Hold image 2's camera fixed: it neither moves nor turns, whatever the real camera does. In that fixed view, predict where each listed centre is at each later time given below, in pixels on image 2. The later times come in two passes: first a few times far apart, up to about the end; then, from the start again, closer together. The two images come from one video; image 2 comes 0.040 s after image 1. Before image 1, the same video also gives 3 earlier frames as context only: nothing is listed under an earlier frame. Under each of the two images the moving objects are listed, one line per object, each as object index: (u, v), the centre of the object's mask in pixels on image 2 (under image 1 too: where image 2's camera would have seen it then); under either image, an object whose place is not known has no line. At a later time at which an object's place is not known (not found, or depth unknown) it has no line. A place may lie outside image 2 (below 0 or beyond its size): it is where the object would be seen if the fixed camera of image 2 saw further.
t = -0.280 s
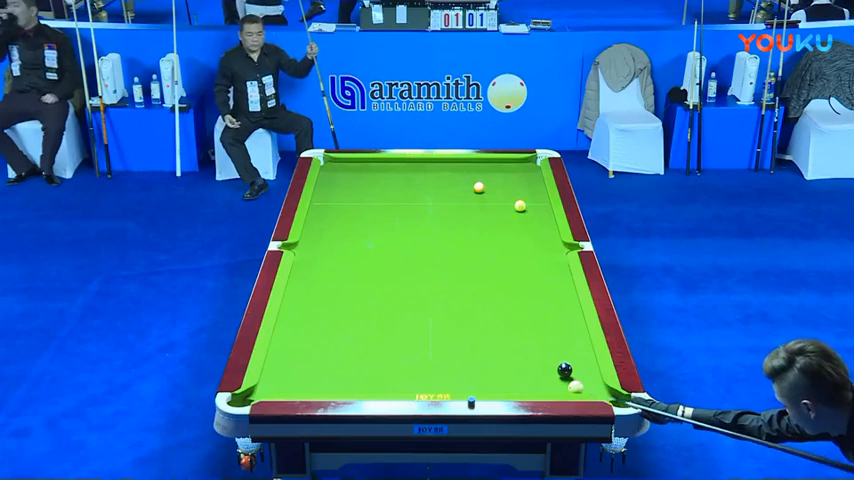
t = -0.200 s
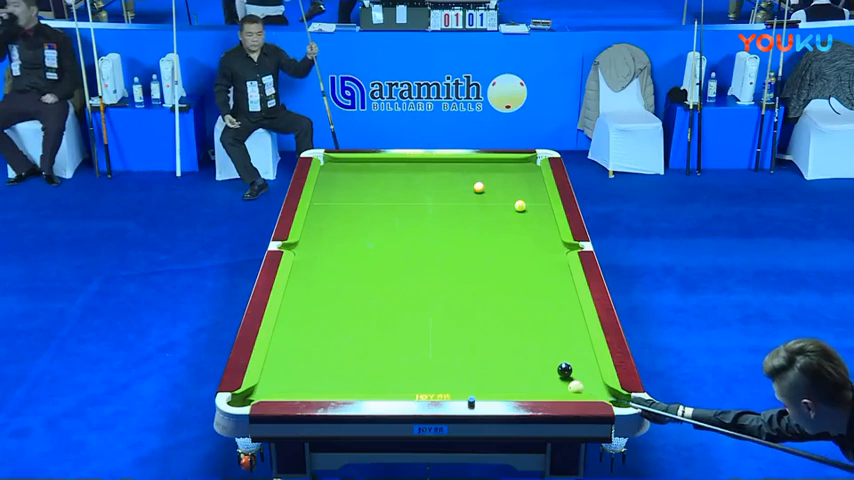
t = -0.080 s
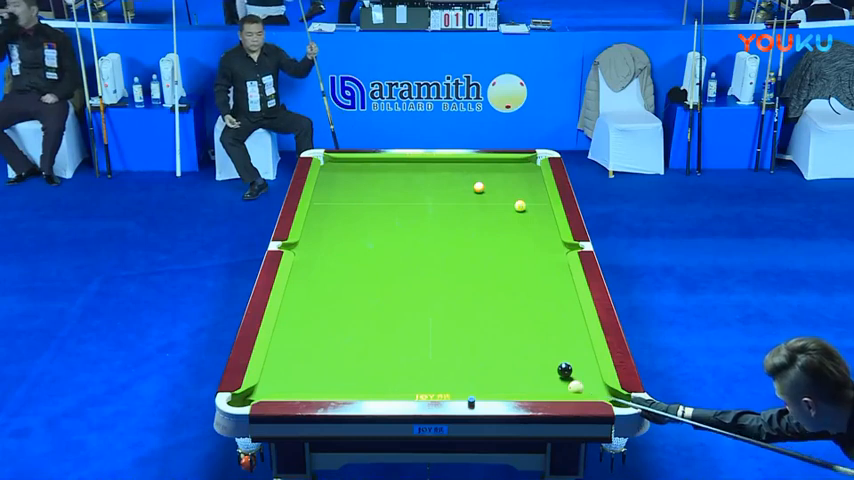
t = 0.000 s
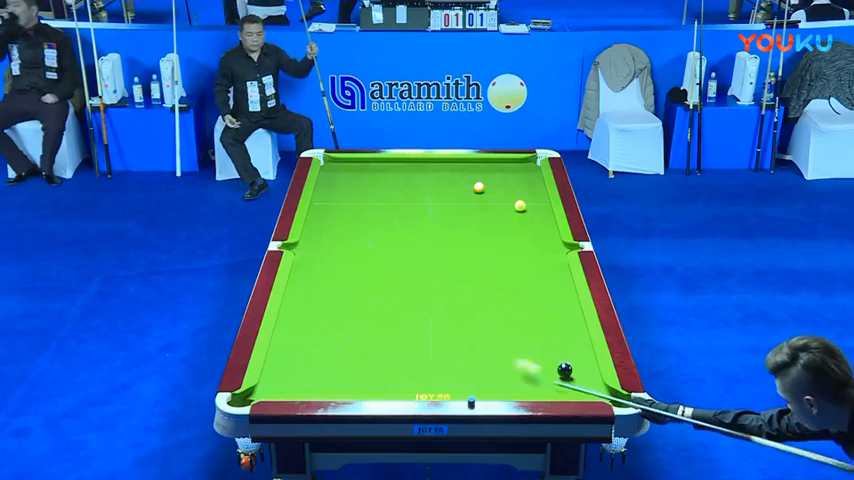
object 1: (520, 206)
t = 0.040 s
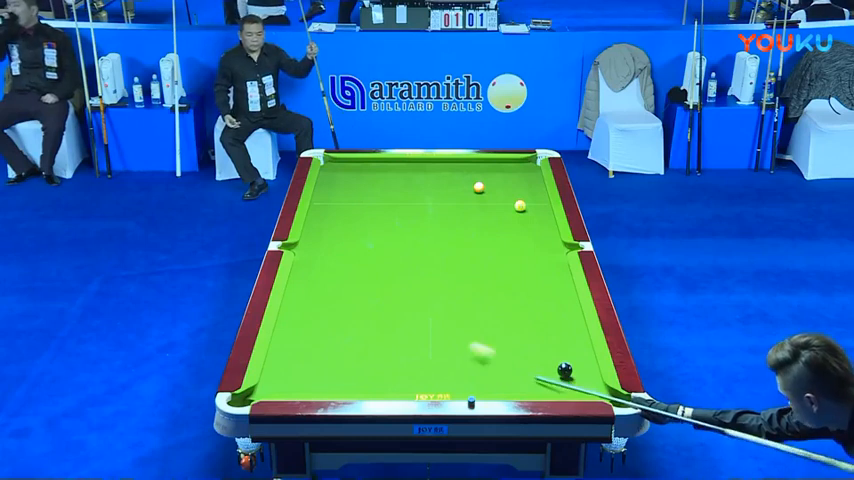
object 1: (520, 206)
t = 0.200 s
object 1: (520, 206)
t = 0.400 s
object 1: (520, 206)
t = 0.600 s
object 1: (520, 206)
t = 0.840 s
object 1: (536, 179)
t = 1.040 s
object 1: (521, 161)
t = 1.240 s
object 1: (511, 173)
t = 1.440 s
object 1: (502, 183)
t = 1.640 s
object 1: (492, 194)
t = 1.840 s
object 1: (482, 205)
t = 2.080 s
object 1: (470, 219)
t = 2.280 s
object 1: (459, 231)
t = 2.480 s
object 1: (448, 243)
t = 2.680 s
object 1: (437, 257)
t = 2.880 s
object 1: (425, 269)
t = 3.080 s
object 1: (413, 283)
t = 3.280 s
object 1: (400, 297)
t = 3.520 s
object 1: (385, 315)
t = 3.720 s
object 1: (372, 330)
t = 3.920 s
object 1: (358, 346)
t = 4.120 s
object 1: (343, 362)
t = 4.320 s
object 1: (328, 379)
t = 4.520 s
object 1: (316, 387)
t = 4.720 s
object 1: (310, 379)
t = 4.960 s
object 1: (303, 368)
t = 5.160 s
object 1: (297, 360)
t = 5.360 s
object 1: (292, 353)
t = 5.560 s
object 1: (287, 346)
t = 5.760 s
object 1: (283, 339)
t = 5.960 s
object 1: (279, 333)
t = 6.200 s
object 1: (284, 327)
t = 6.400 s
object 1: (287, 323)
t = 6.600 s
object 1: (290, 319)
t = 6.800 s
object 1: (293, 316)
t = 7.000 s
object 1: (295, 313)
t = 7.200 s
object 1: (297, 310)
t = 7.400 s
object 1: (298, 308)
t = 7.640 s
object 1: (300, 306)
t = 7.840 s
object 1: (301, 305)
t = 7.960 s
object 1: (302, 304)
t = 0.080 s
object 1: (520, 206)
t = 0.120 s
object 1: (520, 206)
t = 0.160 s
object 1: (520, 206)
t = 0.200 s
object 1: (520, 206)
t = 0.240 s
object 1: (520, 206)
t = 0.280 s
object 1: (520, 206)
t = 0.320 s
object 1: (520, 206)
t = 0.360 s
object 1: (520, 206)
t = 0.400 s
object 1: (520, 206)
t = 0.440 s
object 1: (520, 206)
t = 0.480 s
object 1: (520, 206)
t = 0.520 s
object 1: (520, 206)
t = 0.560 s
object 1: (520, 206)
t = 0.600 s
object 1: (520, 206)
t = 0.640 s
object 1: (521, 206)
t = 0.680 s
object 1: (522, 200)
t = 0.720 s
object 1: (526, 195)
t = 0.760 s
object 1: (530, 190)
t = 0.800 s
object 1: (533, 184)
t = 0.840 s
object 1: (536, 179)
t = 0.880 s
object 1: (537, 175)
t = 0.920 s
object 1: (532, 170)
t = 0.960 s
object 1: (528, 167)
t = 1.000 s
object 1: (524, 163)
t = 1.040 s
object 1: (521, 161)
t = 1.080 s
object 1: (519, 163)
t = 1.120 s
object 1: (517, 166)
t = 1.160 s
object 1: (515, 168)
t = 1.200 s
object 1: (513, 170)
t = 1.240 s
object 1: (511, 173)
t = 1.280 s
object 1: (510, 175)
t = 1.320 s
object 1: (508, 176)
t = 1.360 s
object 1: (506, 179)
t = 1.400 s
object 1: (504, 181)
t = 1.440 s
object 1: (502, 183)
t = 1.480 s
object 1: (500, 185)
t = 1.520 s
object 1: (499, 187)
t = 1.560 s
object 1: (496, 189)
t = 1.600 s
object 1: (494, 191)
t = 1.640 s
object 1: (492, 194)
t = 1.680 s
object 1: (490, 196)
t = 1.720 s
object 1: (488, 198)
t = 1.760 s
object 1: (486, 201)
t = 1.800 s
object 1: (485, 202)
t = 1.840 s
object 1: (482, 205)
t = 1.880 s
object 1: (481, 207)
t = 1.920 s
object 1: (478, 209)
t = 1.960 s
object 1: (476, 212)
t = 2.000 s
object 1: (474, 214)
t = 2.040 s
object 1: (472, 216)
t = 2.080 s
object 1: (470, 219)
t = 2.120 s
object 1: (468, 221)
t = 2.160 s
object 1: (465, 224)
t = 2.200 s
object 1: (463, 226)
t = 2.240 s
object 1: (461, 228)
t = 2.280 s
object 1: (459, 231)
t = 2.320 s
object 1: (457, 233)
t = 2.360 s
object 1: (455, 236)
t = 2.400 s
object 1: (453, 238)
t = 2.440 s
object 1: (450, 241)
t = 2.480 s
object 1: (448, 243)
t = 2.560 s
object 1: (444, 249)
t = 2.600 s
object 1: (441, 251)
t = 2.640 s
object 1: (439, 254)
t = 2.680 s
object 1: (437, 257)
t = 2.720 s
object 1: (434, 259)
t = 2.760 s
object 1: (432, 262)
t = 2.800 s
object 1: (430, 264)
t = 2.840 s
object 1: (427, 267)
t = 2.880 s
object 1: (425, 269)
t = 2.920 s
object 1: (422, 272)
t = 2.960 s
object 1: (420, 275)
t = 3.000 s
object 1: (418, 278)
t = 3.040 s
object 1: (415, 280)
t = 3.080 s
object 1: (413, 283)
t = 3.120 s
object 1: (410, 286)
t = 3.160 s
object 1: (408, 289)
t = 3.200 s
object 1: (405, 291)
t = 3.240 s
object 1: (403, 294)
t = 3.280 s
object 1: (400, 297)
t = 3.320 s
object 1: (398, 300)
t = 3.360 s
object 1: (395, 303)
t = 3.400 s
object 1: (392, 306)
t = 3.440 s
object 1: (390, 309)
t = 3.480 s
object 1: (387, 312)
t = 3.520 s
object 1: (385, 315)
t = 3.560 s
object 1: (382, 318)
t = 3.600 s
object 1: (380, 321)
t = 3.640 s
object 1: (377, 324)
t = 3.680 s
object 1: (374, 327)
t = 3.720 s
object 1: (372, 330)
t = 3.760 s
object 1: (369, 333)
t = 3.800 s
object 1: (366, 336)
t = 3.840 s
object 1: (363, 339)
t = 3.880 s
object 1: (360, 342)
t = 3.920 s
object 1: (358, 346)
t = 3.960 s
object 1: (355, 349)
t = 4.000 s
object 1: (352, 352)
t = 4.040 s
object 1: (350, 355)
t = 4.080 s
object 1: (347, 358)
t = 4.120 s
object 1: (343, 362)
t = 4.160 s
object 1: (341, 365)
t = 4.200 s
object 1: (337, 368)
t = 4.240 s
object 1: (335, 372)
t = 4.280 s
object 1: (332, 375)
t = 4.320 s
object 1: (328, 379)
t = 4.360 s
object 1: (326, 382)
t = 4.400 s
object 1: (323, 384)
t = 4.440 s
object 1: (320, 386)
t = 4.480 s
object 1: (317, 387)
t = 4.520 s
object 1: (316, 387)
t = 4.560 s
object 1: (315, 386)
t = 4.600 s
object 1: (313, 385)
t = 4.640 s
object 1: (312, 383)
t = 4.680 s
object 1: (311, 380)
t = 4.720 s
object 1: (310, 379)
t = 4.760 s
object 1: (308, 377)
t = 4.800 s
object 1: (307, 376)
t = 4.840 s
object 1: (306, 374)
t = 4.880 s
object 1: (305, 372)
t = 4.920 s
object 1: (304, 370)
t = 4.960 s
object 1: (303, 368)
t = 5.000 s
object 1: (302, 367)
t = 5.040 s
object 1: (301, 365)
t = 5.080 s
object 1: (300, 364)
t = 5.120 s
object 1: (298, 362)
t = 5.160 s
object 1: (297, 360)
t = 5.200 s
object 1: (296, 359)
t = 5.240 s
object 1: (295, 357)
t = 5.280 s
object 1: (294, 356)
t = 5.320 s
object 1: (293, 354)
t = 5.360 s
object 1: (292, 353)
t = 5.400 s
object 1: (291, 351)
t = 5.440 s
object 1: (290, 350)
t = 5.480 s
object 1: (289, 348)
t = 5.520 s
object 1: (289, 347)
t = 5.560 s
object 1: (287, 346)
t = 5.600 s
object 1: (286, 344)
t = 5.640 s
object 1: (285, 343)
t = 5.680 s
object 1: (285, 342)
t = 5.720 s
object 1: (284, 340)
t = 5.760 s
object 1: (283, 339)
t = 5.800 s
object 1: (282, 338)
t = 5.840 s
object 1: (281, 337)
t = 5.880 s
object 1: (280, 335)
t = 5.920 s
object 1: (280, 334)
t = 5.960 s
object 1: (279, 333)
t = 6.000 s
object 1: (280, 332)
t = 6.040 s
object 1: (280, 331)
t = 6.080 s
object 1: (281, 330)
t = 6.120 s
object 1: (282, 329)
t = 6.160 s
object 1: (283, 328)
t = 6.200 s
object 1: (284, 327)
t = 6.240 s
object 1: (285, 327)
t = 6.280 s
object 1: (285, 326)
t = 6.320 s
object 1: (286, 325)
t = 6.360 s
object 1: (286, 324)
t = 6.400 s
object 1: (287, 323)
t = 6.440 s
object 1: (288, 322)
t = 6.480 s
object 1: (288, 322)
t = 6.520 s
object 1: (289, 321)
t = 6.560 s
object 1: (290, 320)
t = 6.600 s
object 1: (290, 319)
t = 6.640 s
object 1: (290, 319)
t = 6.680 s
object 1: (291, 318)
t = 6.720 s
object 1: (292, 317)
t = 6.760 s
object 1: (292, 317)
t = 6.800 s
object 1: (293, 316)
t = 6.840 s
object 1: (293, 315)
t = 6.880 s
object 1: (294, 315)
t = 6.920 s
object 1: (294, 314)
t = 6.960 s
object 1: (295, 313)
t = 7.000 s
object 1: (295, 313)
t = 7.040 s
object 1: (296, 312)
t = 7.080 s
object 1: (296, 312)
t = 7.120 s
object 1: (296, 311)
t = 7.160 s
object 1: (297, 311)
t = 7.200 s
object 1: (297, 310)
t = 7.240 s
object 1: (297, 310)
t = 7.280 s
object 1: (298, 309)
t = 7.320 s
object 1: (298, 309)
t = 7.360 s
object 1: (298, 309)
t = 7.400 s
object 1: (298, 308)
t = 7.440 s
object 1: (299, 308)
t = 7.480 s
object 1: (299, 307)
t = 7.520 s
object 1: (299, 307)
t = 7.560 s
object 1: (299, 307)
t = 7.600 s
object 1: (300, 306)
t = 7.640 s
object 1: (300, 306)
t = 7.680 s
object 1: (300, 306)
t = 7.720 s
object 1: (301, 306)
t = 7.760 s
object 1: (300, 306)
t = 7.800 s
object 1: (301, 305)
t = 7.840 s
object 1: (301, 305)
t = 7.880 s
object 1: (301, 305)
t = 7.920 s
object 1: (301, 305)
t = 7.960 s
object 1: (302, 304)
